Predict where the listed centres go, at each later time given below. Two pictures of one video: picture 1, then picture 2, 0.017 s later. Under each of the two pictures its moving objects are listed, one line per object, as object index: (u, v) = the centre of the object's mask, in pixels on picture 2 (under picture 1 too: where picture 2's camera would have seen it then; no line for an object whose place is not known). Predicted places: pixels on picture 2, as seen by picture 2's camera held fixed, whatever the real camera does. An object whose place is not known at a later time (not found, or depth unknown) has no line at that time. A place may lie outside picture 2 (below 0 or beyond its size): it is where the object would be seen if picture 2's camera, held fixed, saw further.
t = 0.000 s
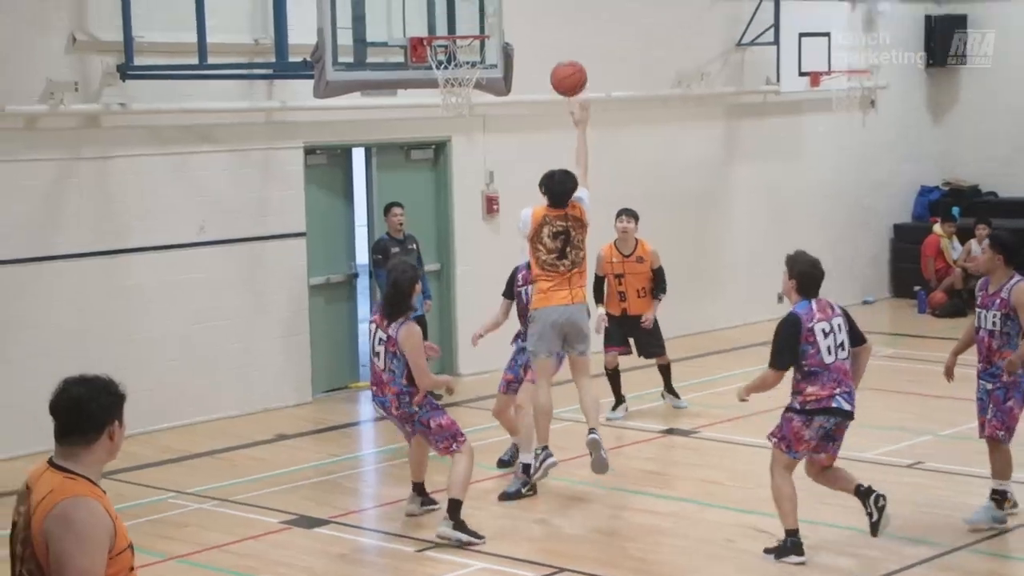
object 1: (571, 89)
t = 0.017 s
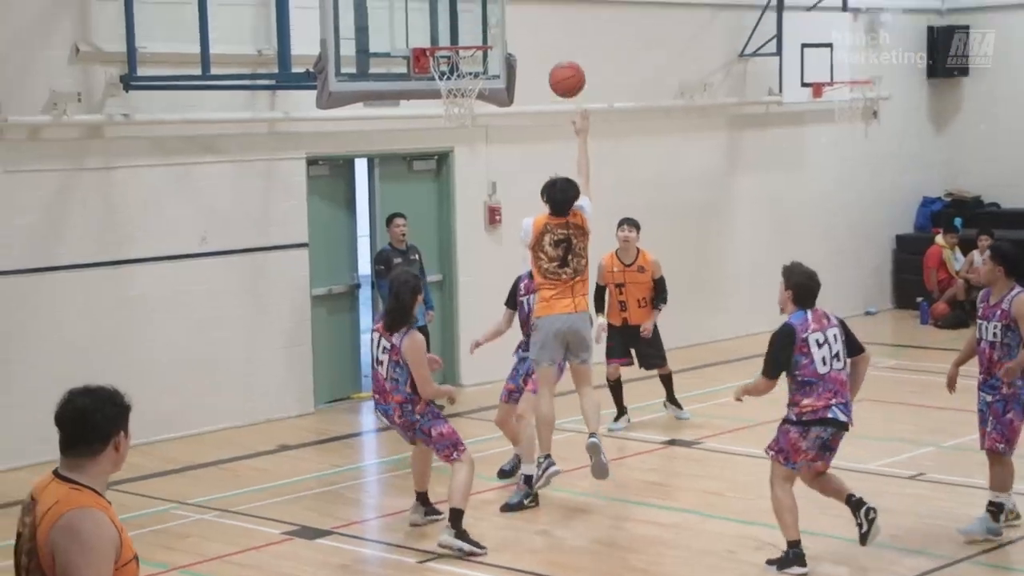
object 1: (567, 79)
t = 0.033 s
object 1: (563, 70)
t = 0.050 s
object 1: (559, 62)
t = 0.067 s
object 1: (554, 53)
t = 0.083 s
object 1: (550, 46)
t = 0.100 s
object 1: (546, 38)
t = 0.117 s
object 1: (542, 32)
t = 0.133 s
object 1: (538, 26)
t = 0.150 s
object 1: (534, 21)
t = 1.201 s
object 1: (447, 58)
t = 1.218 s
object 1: (444, 63)
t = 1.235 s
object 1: (444, 65)
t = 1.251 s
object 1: (446, 66)
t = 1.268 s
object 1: (447, 69)
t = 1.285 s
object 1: (449, 72)
